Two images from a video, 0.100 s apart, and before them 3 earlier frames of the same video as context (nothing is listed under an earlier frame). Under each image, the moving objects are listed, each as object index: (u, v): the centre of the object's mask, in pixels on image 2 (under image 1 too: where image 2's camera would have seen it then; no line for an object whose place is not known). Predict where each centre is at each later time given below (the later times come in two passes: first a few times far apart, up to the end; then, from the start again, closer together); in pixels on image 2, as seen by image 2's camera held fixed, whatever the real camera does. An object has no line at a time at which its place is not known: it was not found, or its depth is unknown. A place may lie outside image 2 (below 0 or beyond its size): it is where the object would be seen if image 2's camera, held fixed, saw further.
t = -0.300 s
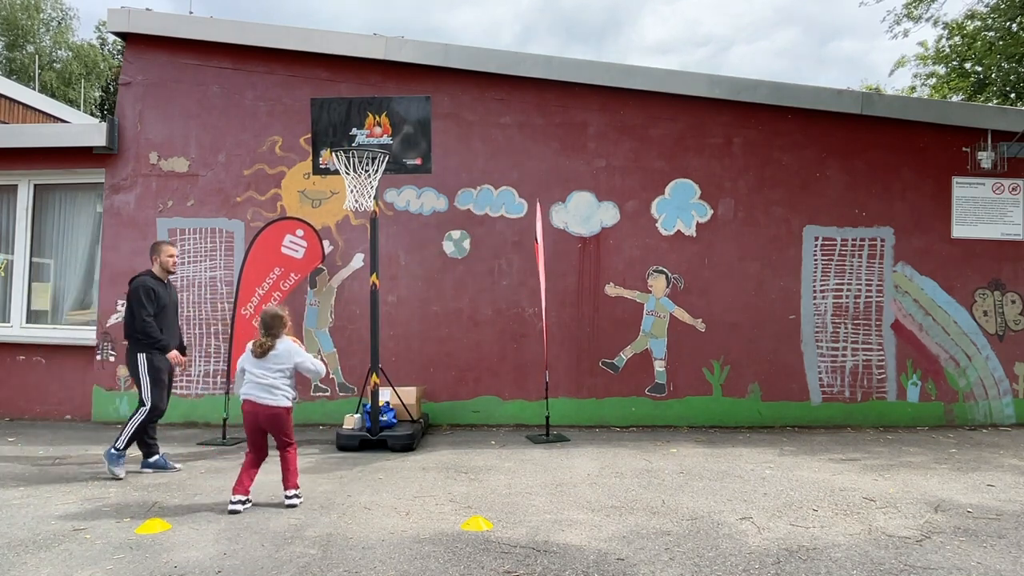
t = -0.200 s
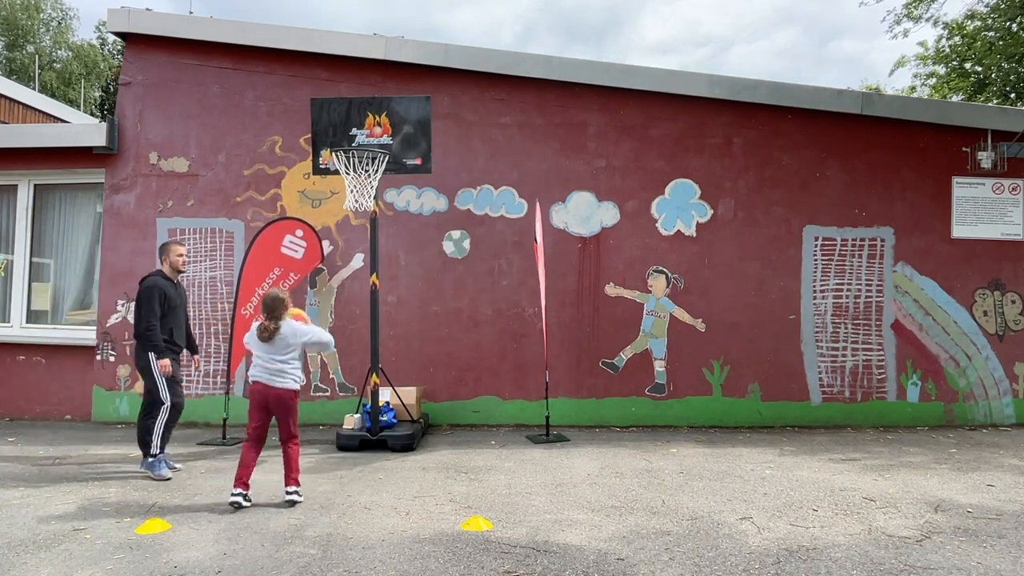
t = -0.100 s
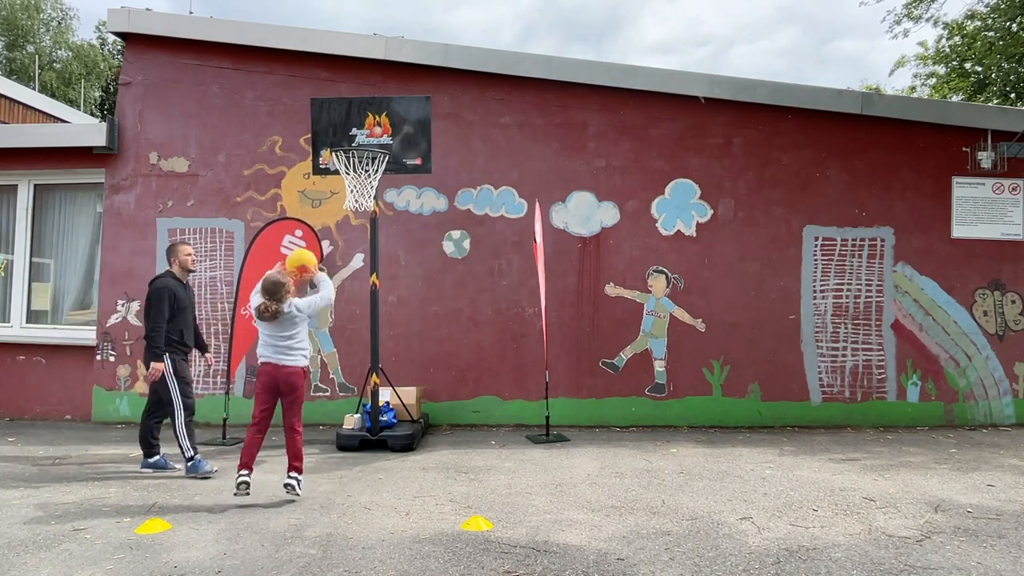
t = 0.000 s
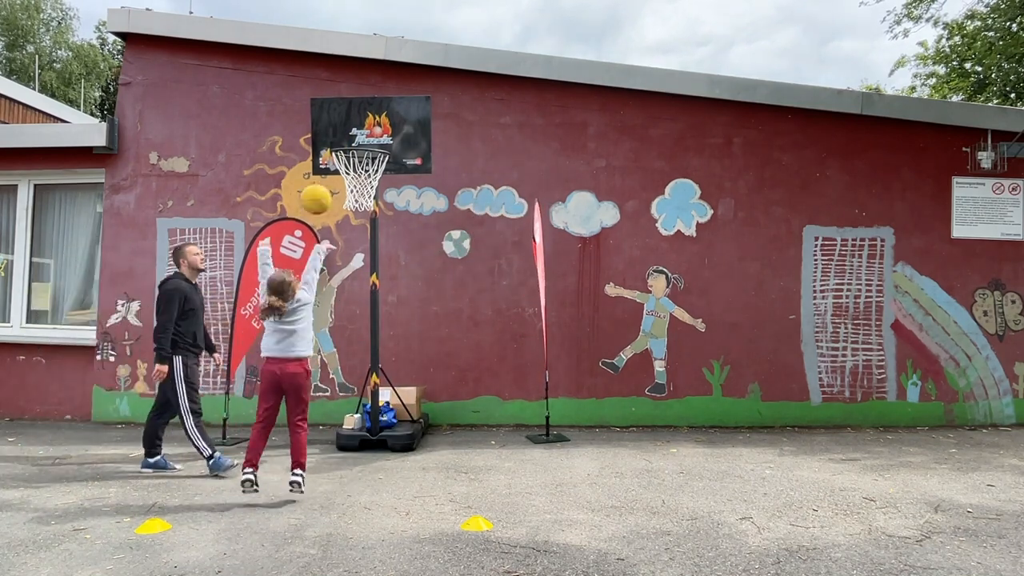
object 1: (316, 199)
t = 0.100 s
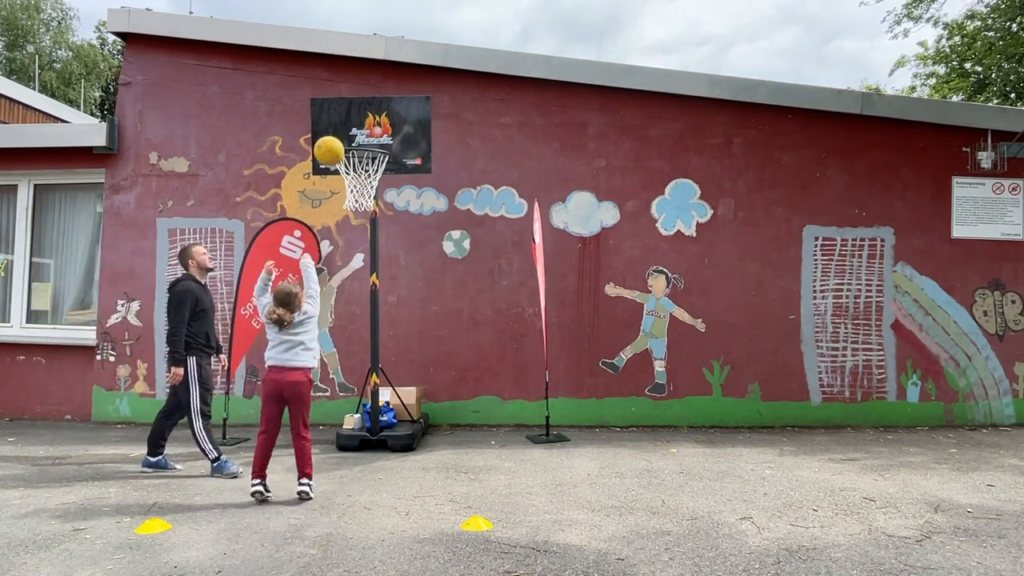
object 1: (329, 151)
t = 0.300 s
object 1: (351, 100)
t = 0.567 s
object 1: (376, 113)
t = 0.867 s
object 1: (359, 134)
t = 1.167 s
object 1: (364, 148)
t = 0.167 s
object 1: (337, 127)
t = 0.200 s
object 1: (341, 118)
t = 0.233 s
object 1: (345, 111)
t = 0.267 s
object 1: (348, 105)
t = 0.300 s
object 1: (351, 100)
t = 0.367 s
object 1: (358, 96)
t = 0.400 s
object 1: (362, 96)
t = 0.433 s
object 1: (365, 96)
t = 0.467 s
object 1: (368, 99)
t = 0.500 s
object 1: (370, 102)
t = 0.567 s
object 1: (376, 113)
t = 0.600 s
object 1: (379, 122)
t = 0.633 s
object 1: (382, 129)
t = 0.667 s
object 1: (384, 138)
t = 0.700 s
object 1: (382, 139)
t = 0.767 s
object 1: (372, 134)
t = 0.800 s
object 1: (368, 132)
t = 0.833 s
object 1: (363, 133)
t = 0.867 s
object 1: (359, 134)
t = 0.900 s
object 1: (354, 136)
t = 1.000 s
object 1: (347, 140)
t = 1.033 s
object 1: (350, 139)
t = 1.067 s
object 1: (354, 139)
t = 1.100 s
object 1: (357, 140)
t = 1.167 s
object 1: (364, 148)
